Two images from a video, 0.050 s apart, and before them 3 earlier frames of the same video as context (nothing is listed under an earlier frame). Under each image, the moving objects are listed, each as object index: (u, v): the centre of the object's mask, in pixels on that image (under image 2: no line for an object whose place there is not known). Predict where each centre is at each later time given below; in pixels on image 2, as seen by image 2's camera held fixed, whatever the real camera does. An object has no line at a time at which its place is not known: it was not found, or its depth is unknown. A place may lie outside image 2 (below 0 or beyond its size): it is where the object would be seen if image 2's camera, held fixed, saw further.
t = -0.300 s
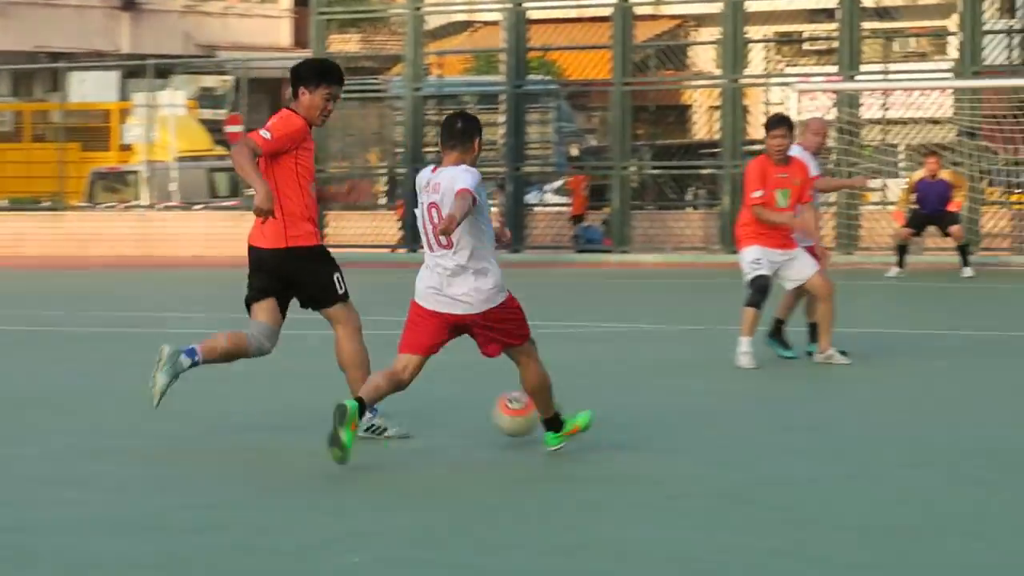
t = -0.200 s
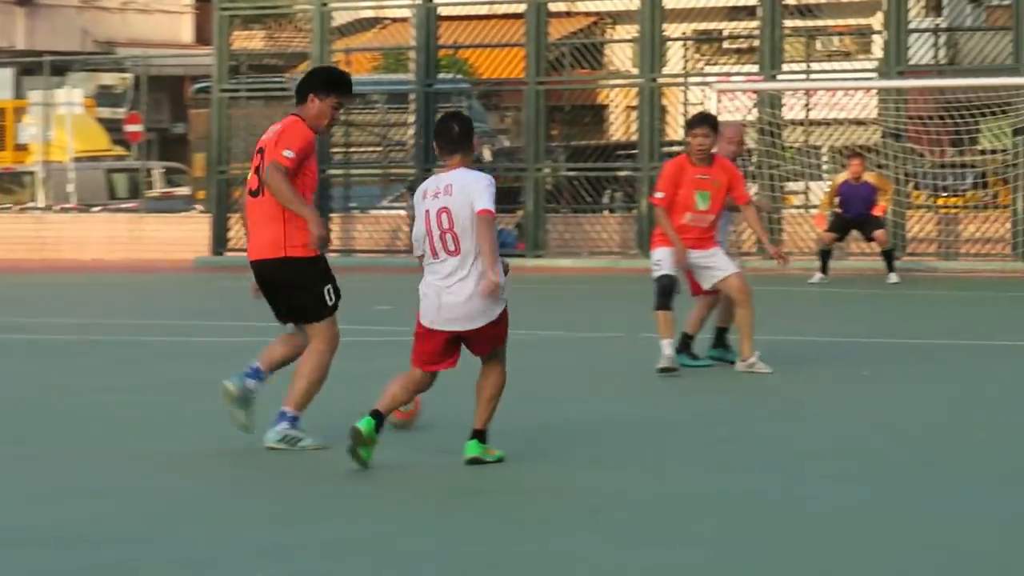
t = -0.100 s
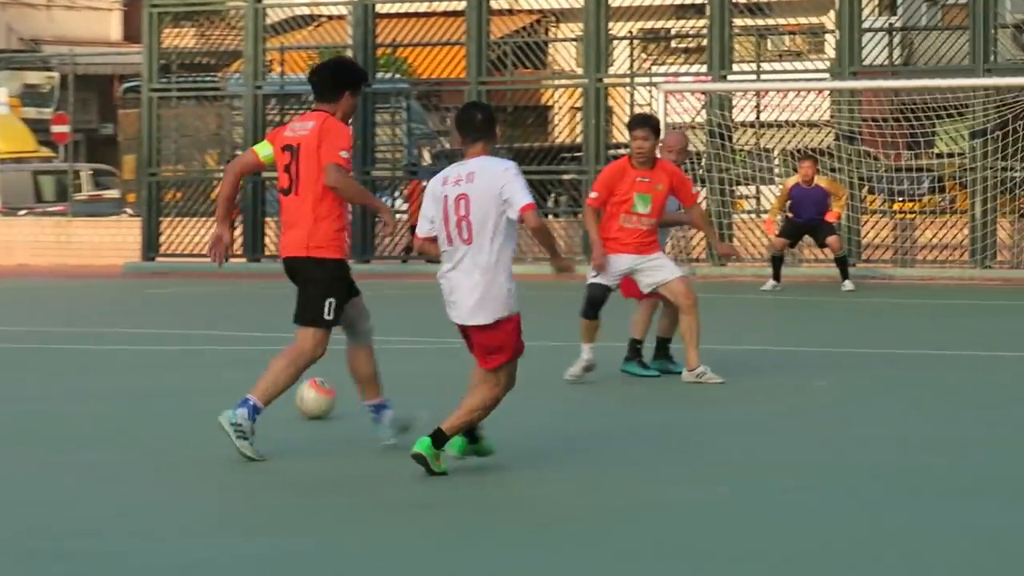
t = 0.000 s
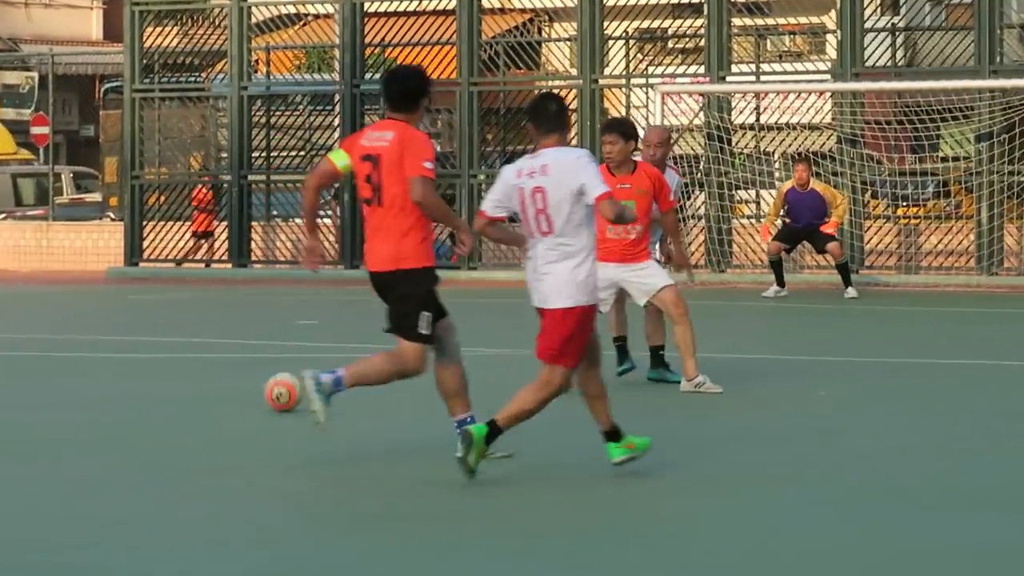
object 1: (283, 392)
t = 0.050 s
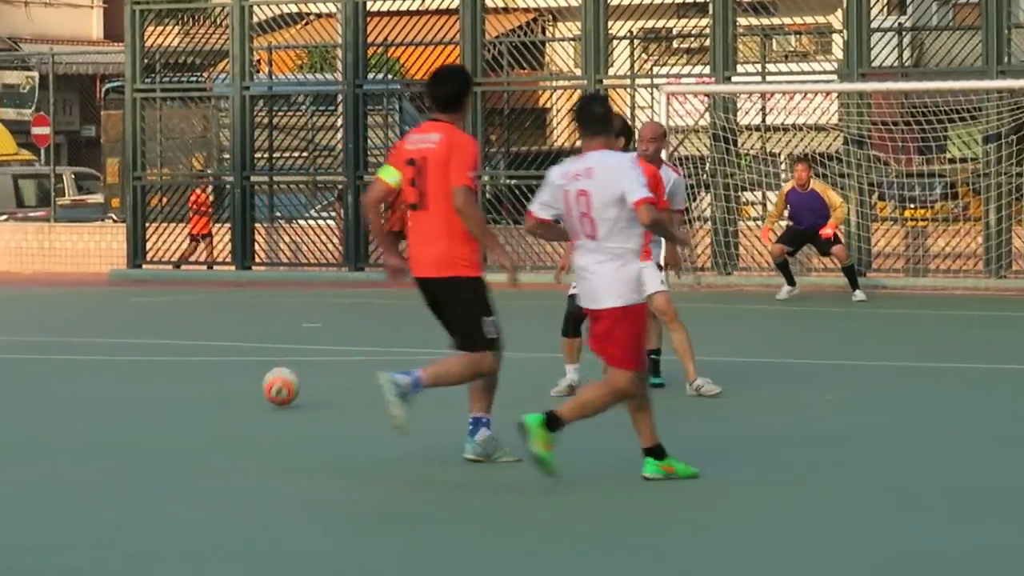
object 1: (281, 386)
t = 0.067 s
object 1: (275, 383)
